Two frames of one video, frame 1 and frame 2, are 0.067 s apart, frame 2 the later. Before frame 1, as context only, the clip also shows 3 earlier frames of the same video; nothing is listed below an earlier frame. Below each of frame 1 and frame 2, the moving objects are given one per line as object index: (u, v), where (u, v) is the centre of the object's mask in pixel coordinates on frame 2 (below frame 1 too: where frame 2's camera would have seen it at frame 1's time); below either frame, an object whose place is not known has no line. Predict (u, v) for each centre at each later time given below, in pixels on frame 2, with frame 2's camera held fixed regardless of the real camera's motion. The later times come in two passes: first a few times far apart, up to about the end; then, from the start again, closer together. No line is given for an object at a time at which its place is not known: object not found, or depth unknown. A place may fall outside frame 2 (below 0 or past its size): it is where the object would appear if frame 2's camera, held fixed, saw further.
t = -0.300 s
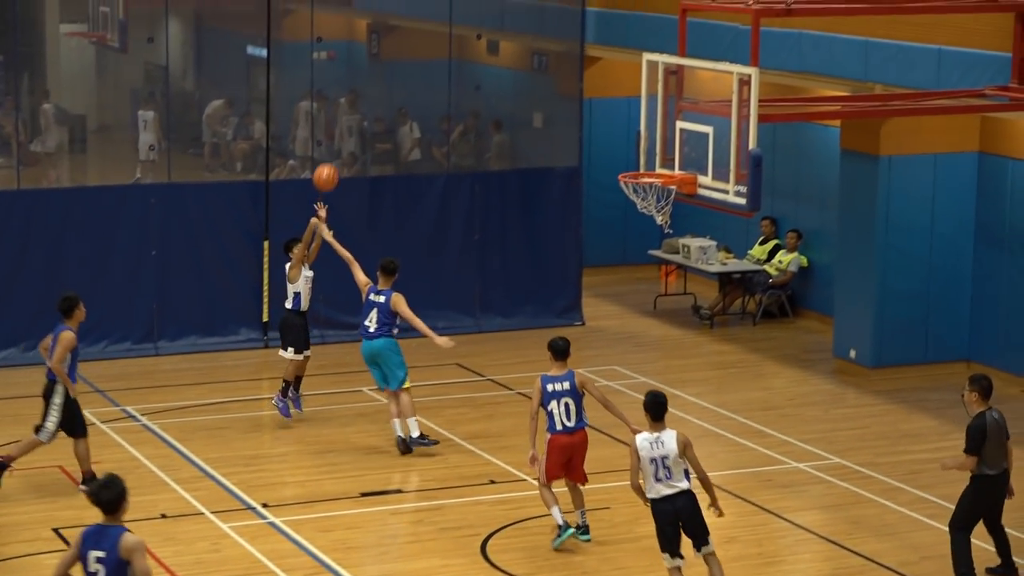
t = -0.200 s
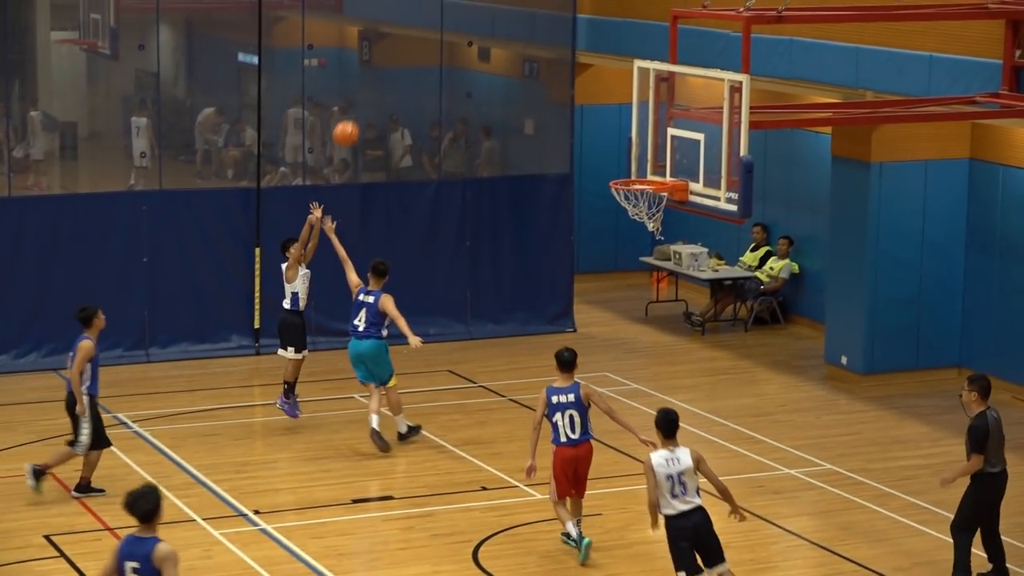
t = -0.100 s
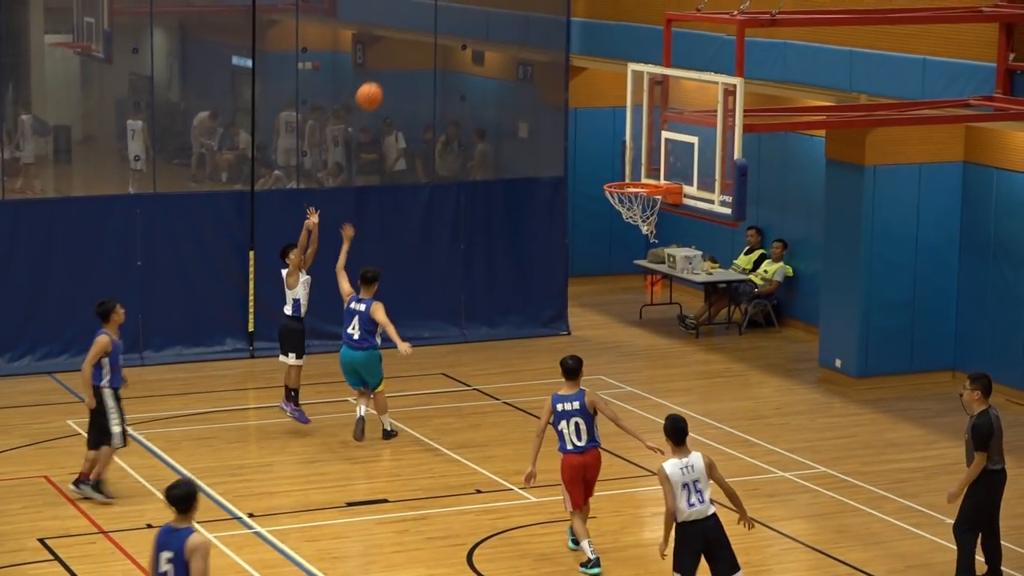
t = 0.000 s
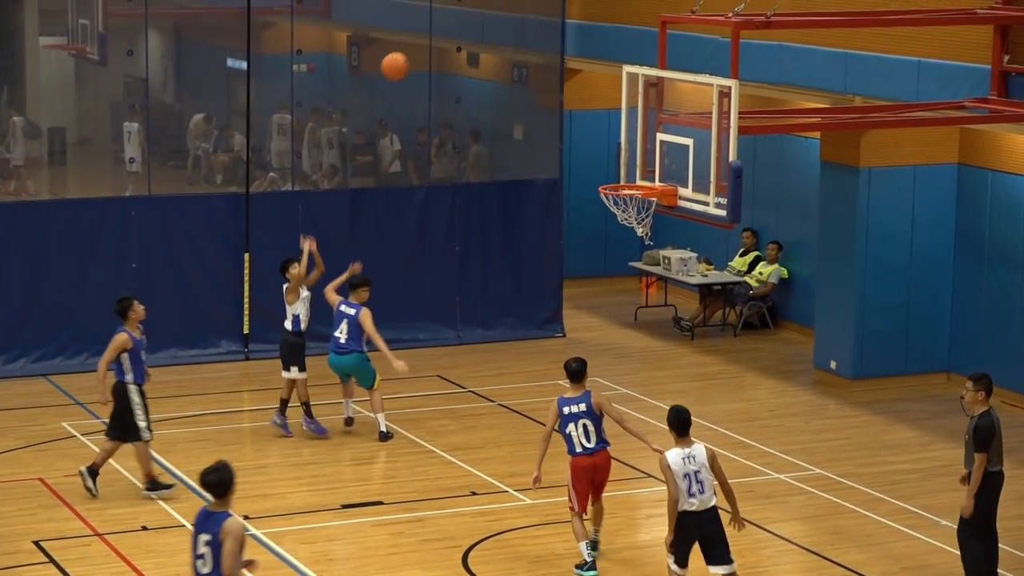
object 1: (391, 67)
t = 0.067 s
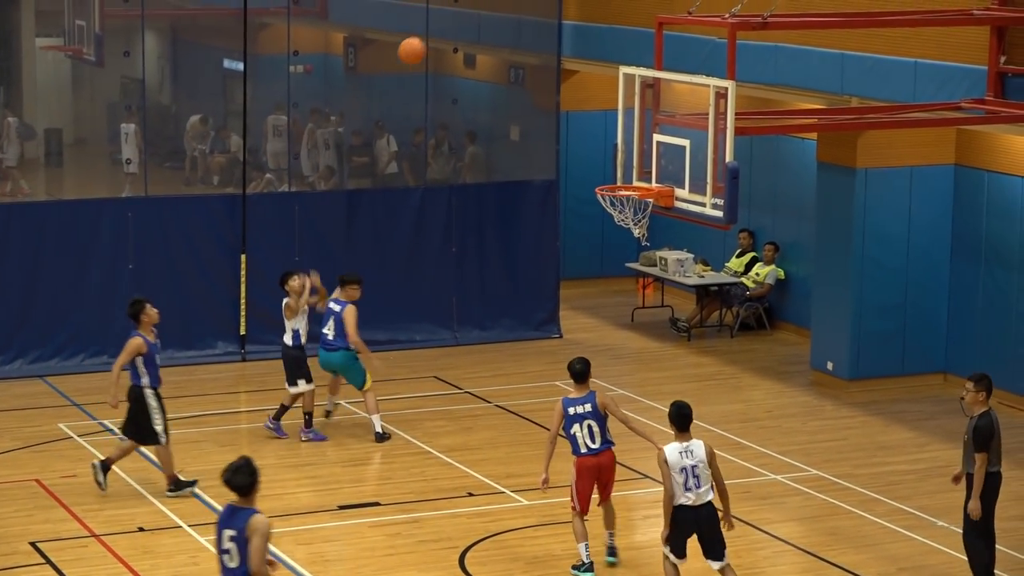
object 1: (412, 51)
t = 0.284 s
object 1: (481, 31)
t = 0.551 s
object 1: (572, 80)
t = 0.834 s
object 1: (643, 176)
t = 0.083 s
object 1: (417, 47)
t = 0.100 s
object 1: (422, 45)
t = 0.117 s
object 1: (427, 42)
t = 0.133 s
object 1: (432, 39)
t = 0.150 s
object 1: (438, 37)
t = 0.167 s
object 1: (443, 35)
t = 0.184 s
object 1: (448, 34)
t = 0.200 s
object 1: (454, 32)
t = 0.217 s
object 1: (459, 32)
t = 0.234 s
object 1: (465, 31)
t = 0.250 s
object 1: (470, 31)
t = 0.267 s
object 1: (475, 31)
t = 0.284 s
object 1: (481, 31)
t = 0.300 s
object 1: (487, 32)
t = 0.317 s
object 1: (492, 33)
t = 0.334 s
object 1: (497, 34)
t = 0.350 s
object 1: (503, 36)
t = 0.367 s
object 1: (509, 38)
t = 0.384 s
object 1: (515, 40)
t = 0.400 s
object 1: (520, 43)
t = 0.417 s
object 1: (526, 45)
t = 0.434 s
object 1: (532, 49)
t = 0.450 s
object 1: (537, 53)
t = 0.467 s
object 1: (543, 56)
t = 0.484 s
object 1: (548, 61)
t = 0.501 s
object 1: (554, 66)
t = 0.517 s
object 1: (560, 70)
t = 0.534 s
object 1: (566, 75)
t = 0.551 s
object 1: (572, 80)
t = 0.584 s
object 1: (583, 92)
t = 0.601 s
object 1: (589, 100)
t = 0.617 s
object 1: (594, 107)
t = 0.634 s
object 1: (600, 114)
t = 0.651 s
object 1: (605, 122)
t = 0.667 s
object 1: (612, 130)
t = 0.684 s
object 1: (617, 139)
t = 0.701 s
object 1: (624, 148)
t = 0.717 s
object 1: (630, 158)
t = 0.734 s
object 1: (636, 167)
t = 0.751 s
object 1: (642, 175)
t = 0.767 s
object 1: (643, 176)
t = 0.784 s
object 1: (643, 176)
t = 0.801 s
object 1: (643, 176)
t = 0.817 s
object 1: (643, 176)
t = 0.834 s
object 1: (643, 176)
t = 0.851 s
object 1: (643, 176)
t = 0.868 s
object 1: (643, 176)
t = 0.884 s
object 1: (643, 176)
